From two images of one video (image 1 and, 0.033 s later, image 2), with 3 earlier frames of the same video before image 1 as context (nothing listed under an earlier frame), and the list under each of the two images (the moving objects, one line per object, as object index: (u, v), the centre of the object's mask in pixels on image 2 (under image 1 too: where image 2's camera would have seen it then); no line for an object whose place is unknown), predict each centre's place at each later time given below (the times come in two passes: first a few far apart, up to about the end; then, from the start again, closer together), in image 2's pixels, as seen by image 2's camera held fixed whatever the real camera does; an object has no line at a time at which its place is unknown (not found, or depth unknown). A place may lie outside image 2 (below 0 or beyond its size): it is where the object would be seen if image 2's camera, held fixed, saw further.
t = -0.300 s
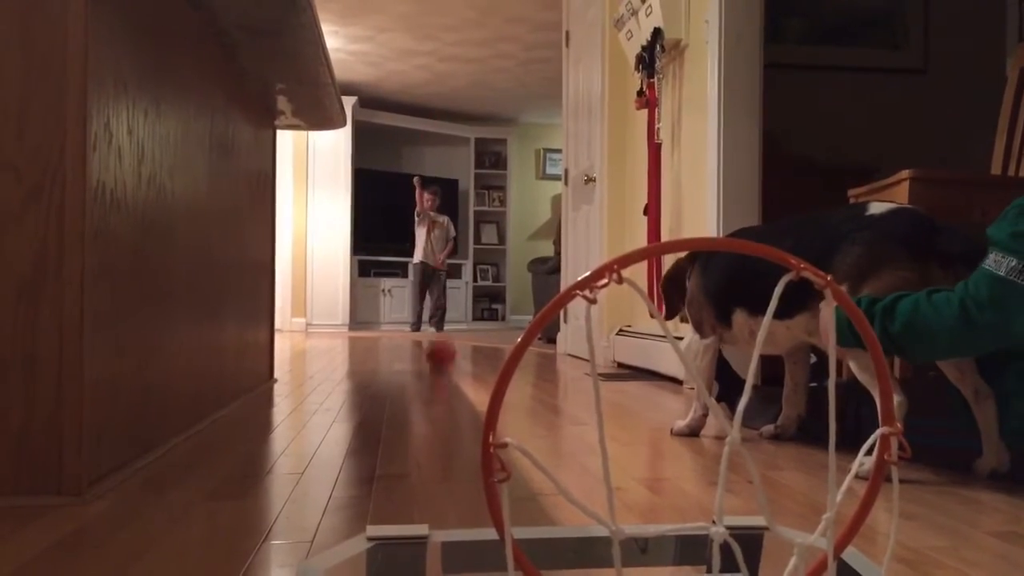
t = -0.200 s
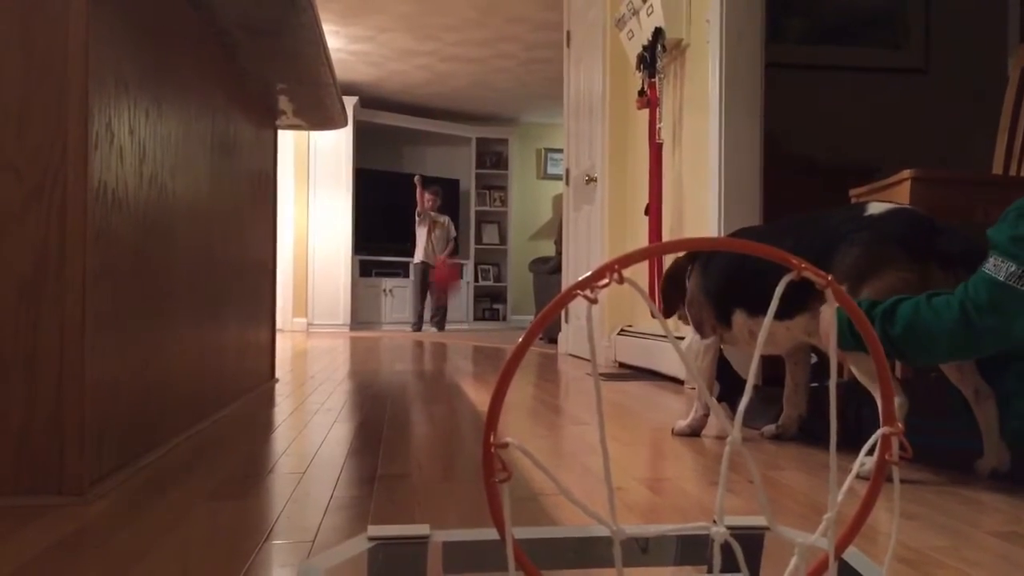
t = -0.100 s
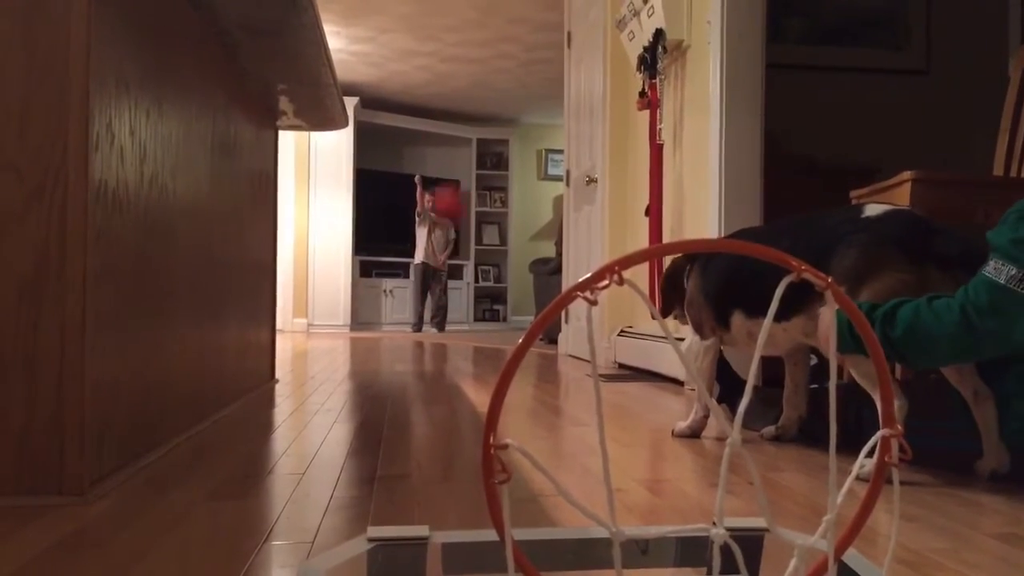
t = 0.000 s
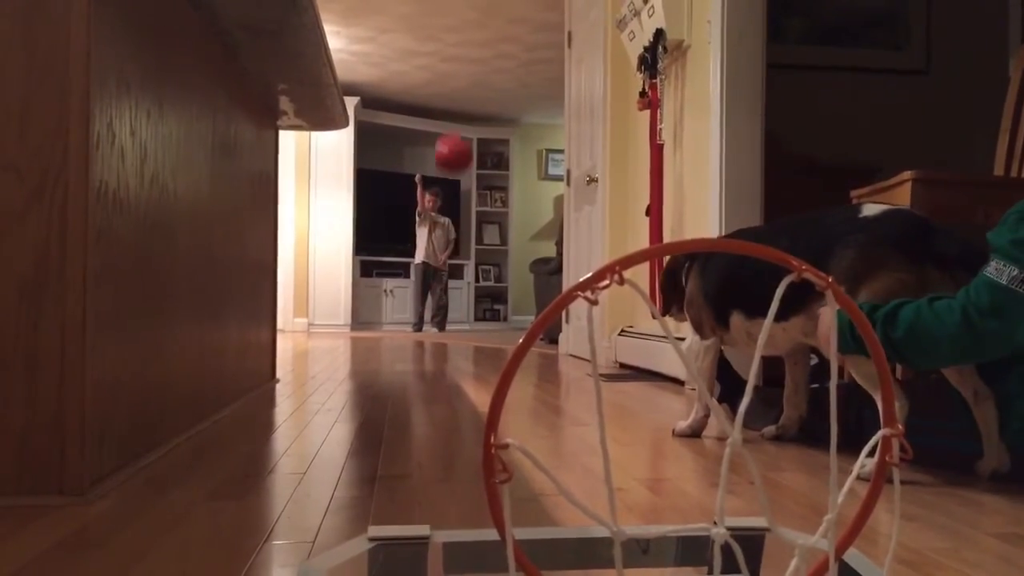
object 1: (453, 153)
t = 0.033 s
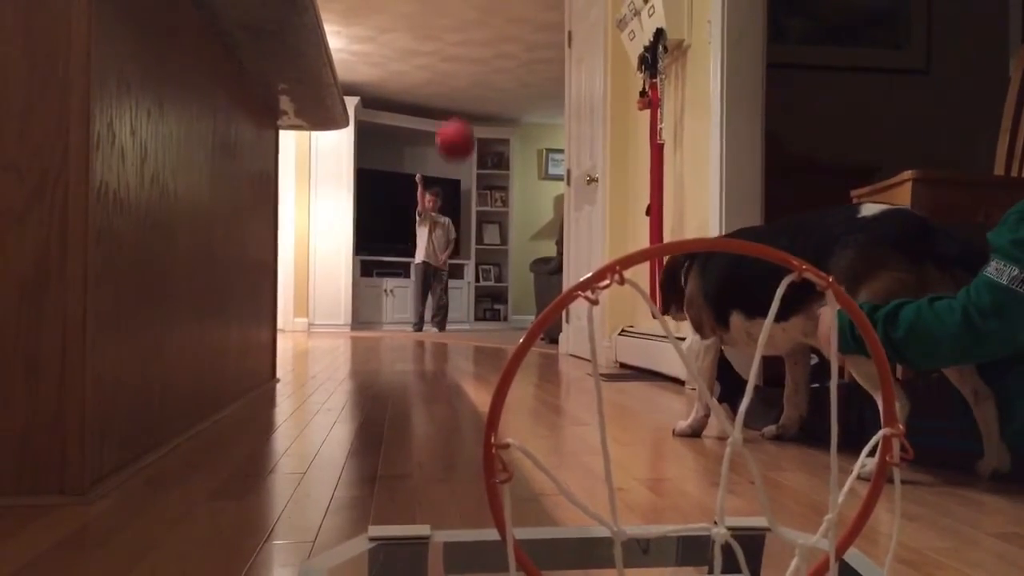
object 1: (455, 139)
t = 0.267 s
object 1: (466, 146)
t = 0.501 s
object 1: (482, 404)
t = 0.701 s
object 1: (516, 201)
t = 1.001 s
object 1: (640, 442)
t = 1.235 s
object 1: (799, 511)
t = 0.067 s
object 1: (456, 130)
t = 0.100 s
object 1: (457, 124)
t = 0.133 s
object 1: (459, 122)
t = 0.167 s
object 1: (461, 121)
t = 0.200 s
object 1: (462, 124)
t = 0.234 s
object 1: (464, 132)
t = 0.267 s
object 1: (466, 146)
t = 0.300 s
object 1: (467, 166)
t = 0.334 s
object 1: (470, 194)
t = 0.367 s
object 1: (473, 226)
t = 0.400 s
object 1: (477, 270)
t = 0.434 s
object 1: (479, 328)
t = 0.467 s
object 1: (478, 379)
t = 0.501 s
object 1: (482, 404)
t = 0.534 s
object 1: (485, 356)
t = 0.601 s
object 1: (498, 290)
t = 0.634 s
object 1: (504, 258)
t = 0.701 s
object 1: (516, 201)
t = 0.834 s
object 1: (551, 158)
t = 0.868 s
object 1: (562, 166)
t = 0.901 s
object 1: (579, 192)
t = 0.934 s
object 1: (590, 224)
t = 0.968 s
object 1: (626, 319)
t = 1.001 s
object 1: (640, 442)
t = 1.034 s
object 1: (695, 486)
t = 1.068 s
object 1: (712, 409)
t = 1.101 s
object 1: (737, 352)
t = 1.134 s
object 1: (762, 379)
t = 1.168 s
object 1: (770, 425)
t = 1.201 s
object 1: (803, 464)
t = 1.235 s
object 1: (799, 511)
